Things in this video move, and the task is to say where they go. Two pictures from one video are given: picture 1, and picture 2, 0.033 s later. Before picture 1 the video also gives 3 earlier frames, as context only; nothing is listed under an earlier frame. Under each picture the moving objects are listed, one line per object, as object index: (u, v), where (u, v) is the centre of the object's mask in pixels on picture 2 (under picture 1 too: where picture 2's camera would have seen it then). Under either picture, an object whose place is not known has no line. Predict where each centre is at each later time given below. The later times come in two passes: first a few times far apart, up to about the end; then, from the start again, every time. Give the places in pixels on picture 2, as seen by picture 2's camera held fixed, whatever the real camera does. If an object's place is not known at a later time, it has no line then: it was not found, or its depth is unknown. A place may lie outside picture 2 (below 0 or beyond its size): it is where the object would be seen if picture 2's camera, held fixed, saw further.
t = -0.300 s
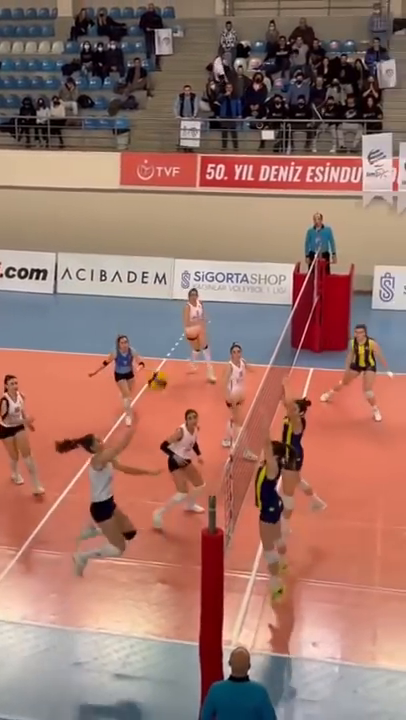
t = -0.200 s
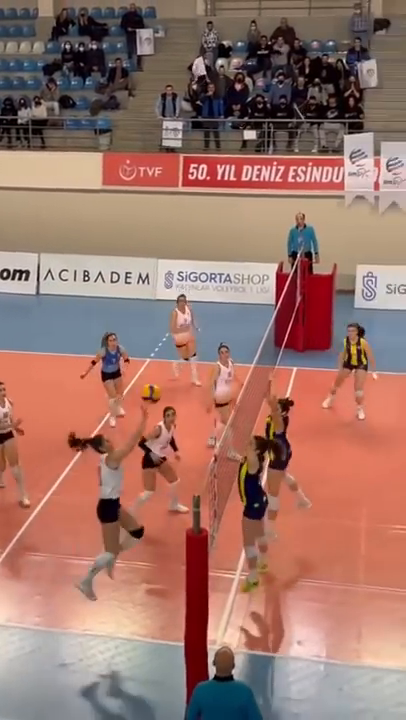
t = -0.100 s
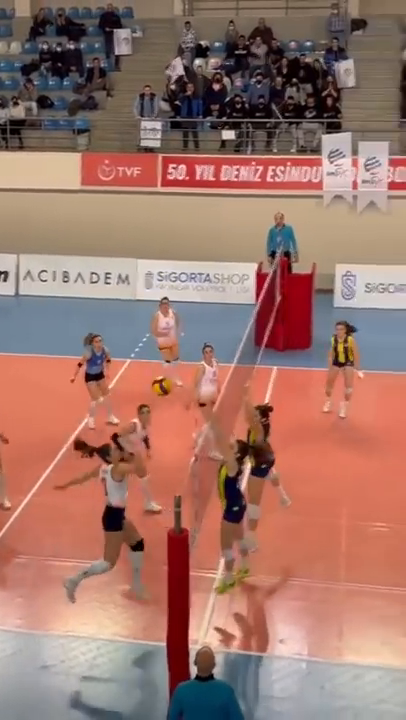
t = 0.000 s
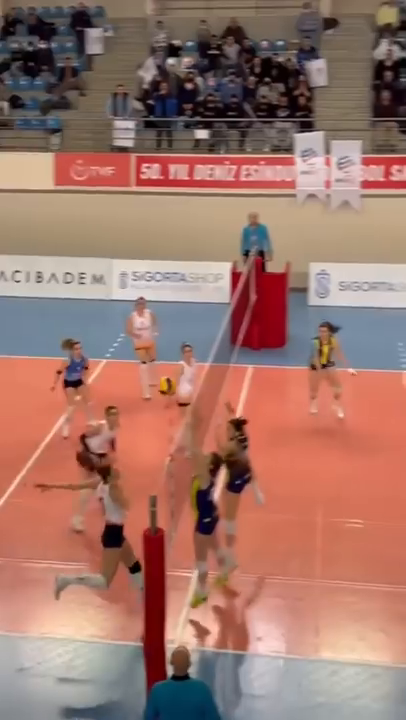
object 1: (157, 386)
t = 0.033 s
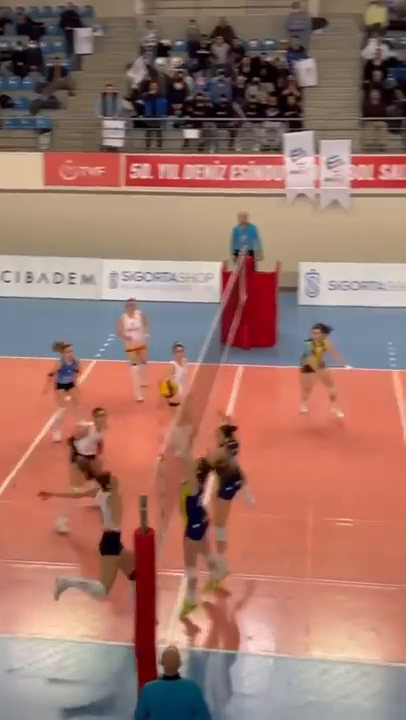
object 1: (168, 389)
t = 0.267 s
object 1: (237, 429)
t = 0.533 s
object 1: (312, 528)
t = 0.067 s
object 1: (177, 394)
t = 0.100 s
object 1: (187, 395)
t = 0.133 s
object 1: (197, 399)
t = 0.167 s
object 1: (207, 406)
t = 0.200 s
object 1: (217, 414)
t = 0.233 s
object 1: (227, 421)
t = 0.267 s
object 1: (237, 429)
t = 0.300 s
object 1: (247, 438)
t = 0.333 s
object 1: (257, 448)
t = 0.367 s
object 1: (266, 460)
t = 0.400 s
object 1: (276, 472)
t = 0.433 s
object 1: (285, 485)
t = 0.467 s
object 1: (294, 498)
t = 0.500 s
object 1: (303, 512)
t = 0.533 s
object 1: (312, 528)
